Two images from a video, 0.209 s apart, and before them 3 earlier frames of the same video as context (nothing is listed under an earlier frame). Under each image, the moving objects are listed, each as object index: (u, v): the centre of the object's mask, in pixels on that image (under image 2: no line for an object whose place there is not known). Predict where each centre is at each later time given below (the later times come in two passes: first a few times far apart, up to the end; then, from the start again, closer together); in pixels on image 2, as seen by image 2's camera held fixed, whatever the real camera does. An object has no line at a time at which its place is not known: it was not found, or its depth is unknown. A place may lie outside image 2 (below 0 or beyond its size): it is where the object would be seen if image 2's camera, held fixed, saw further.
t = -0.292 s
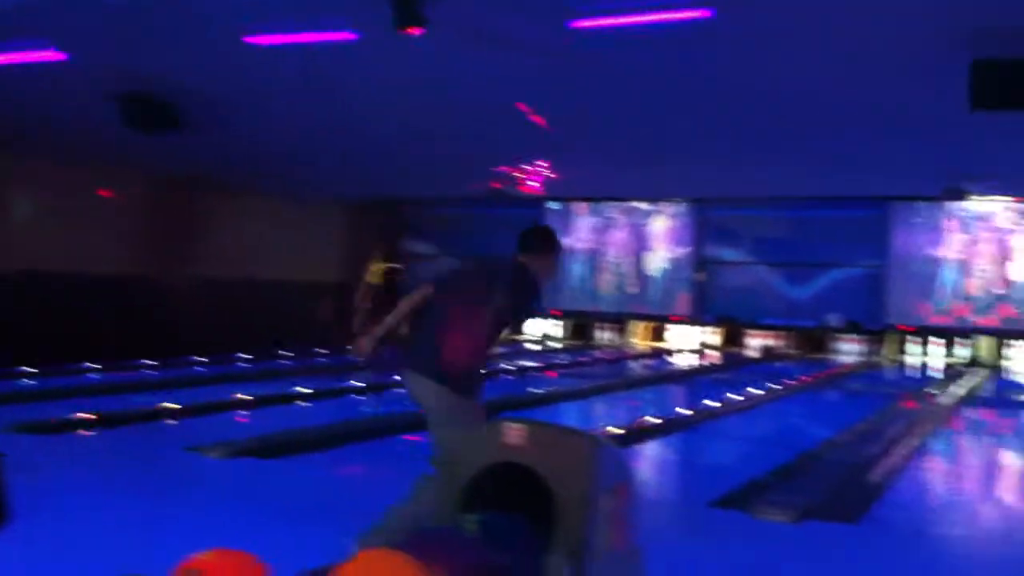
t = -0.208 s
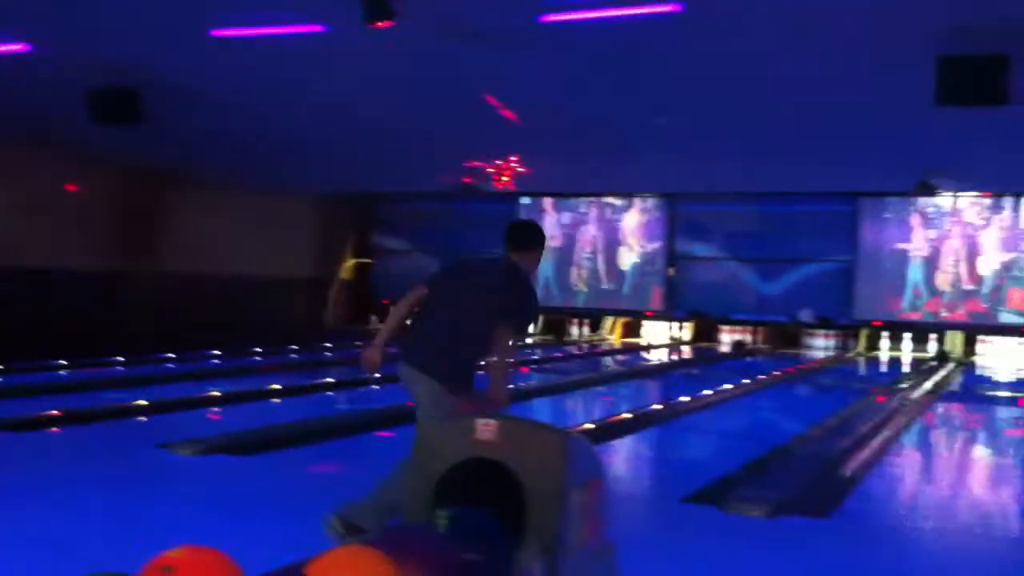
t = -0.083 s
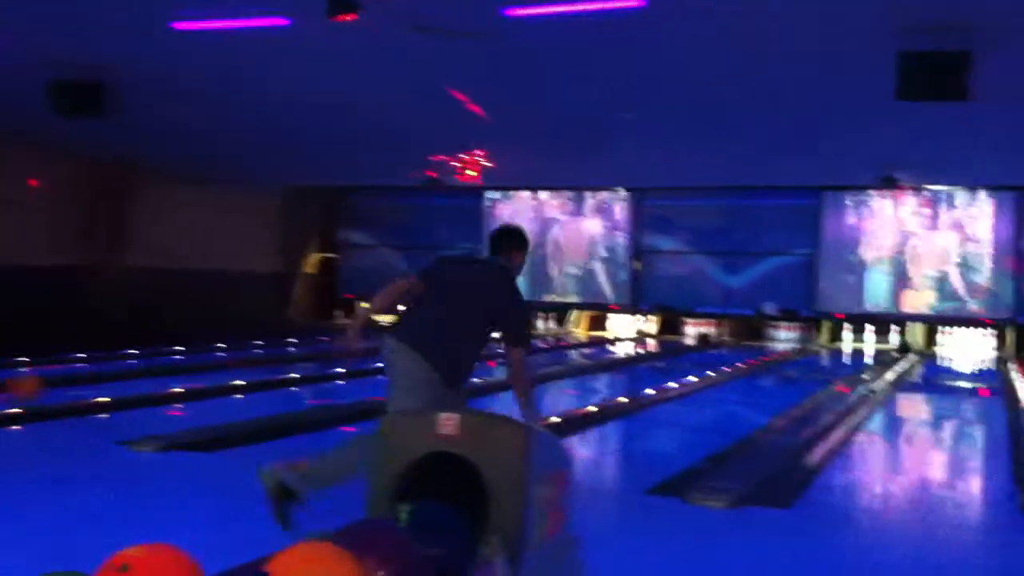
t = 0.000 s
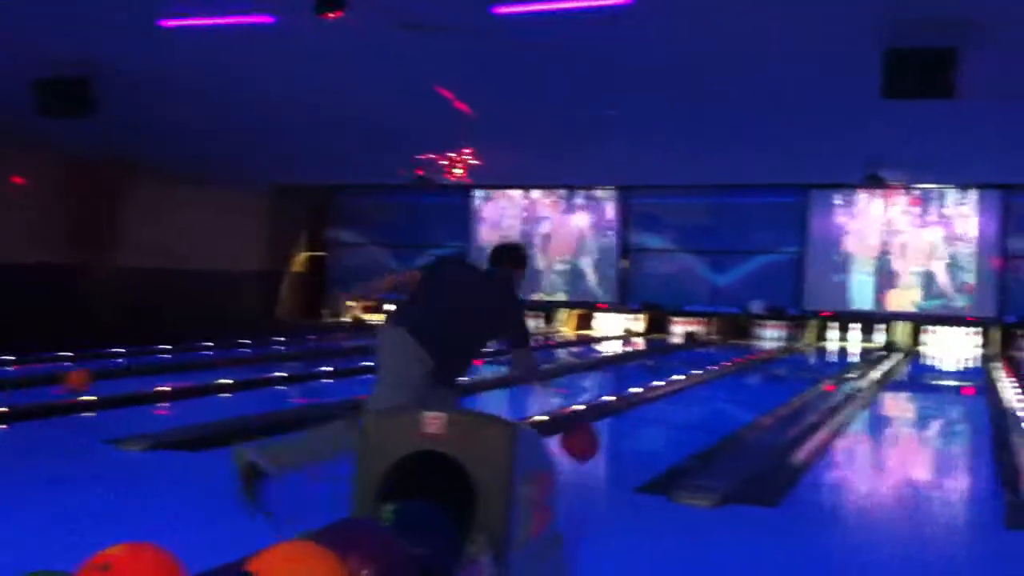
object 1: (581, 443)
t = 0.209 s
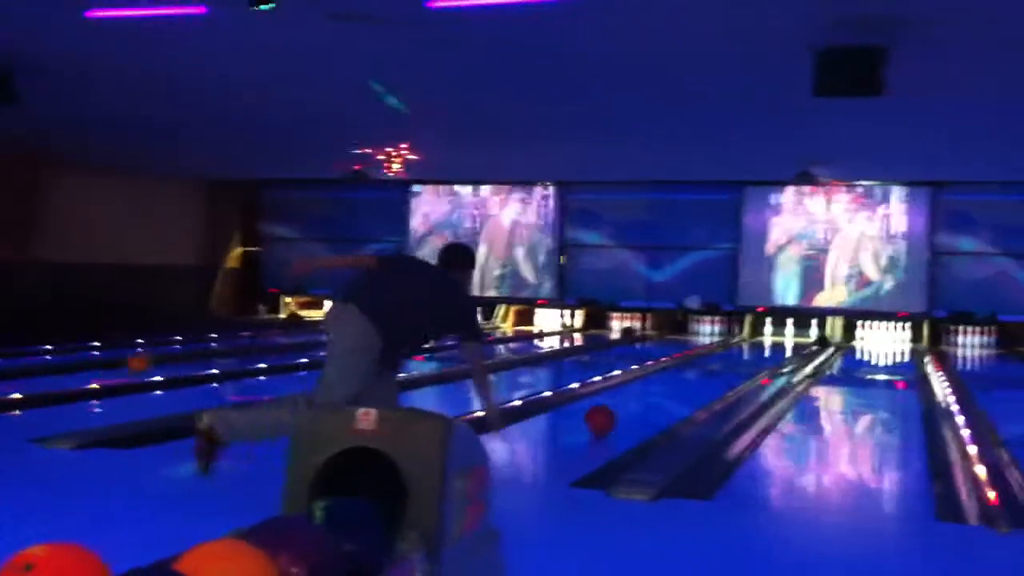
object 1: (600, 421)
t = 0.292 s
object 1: (622, 410)
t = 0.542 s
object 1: (671, 388)
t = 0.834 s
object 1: (710, 367)
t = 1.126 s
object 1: (734, 359)
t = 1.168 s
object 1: (737, 356)
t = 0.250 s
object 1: (612, 415)
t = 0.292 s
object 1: (622, 410)
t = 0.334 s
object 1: (633, 404)
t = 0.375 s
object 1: (641, 401)
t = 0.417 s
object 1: (651, 396)
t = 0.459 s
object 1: (657, 393)
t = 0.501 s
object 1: (666, 389)
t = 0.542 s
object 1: (671, 388)
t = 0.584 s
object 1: (678, 385)
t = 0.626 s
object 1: (685, 381)
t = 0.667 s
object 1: (689, 379)
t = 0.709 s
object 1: (696, 375)
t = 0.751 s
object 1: (699, 371)
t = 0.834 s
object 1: (710, 367)
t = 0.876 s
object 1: (711, 367)
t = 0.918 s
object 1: (718, 365)
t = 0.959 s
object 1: (721, 363)
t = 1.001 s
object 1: (721, 364)
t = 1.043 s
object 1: (728, 361)
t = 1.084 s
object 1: (731, 360)
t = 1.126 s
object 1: (734, 359)
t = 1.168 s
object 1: (737, 356)
